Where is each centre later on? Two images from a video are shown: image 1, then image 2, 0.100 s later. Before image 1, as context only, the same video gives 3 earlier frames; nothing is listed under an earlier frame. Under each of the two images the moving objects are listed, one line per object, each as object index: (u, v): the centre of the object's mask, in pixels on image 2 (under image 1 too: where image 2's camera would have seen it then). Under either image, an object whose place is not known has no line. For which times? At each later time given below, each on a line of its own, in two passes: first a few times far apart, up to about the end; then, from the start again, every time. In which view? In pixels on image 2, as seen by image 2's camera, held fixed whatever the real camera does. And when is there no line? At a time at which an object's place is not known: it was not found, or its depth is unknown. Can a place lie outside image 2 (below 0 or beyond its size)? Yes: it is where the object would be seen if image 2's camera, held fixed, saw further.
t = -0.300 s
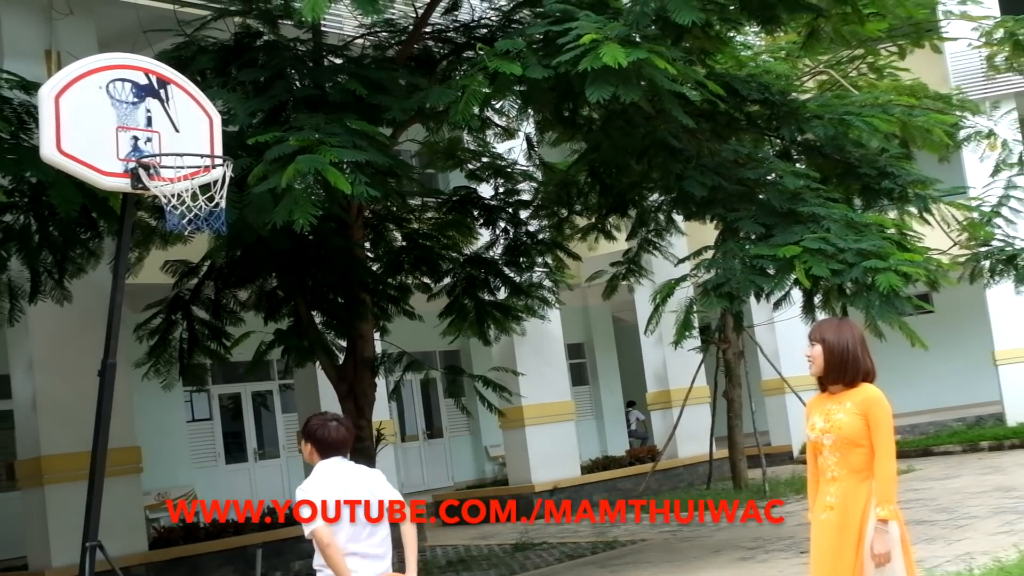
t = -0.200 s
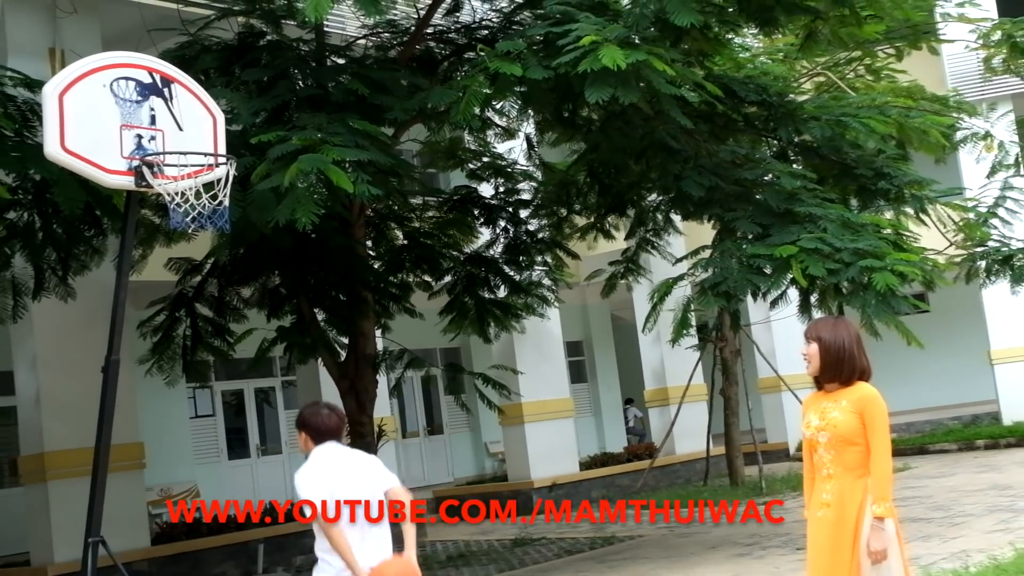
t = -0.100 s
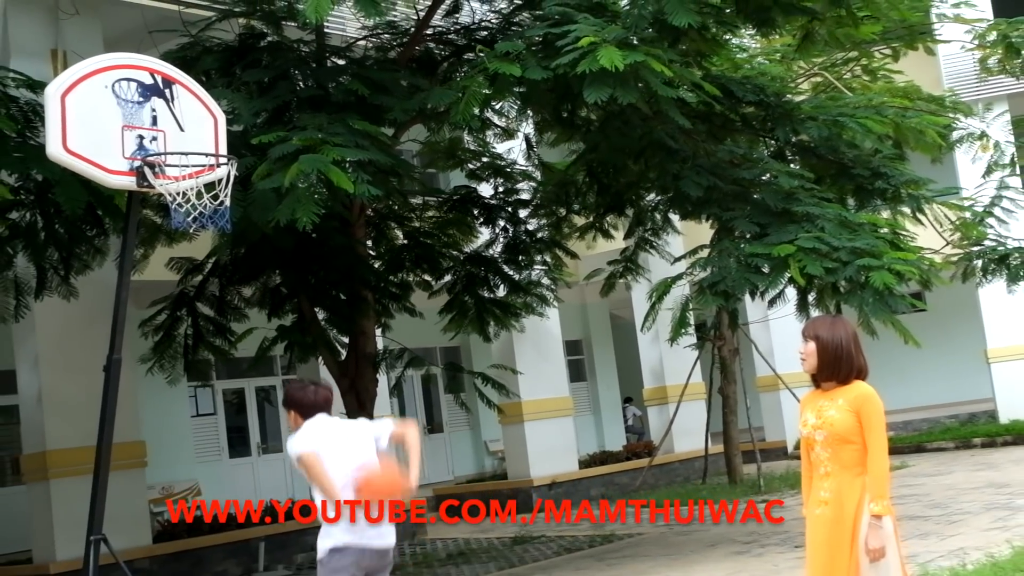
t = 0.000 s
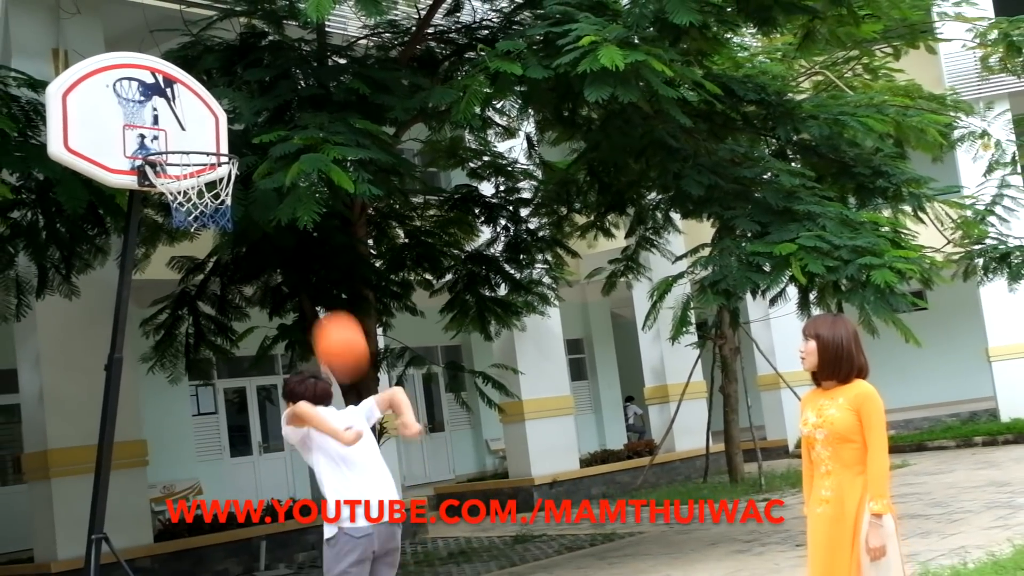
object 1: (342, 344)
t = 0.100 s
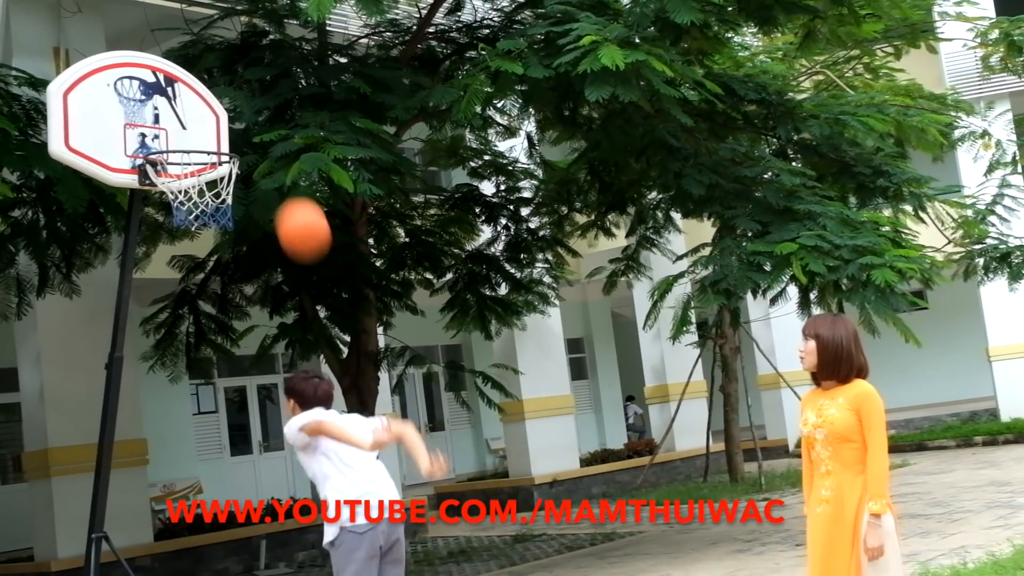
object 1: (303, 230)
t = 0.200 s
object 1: (268, 138)
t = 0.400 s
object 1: (208, 21)
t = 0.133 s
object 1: (291, 196)
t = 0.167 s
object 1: (279, 166)
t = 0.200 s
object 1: (268, 138)
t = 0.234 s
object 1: (257, 112)
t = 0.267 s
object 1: (247, 89)
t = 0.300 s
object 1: (236, 69)
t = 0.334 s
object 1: (226, 51)
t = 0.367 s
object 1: (217, 35)
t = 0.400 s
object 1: (208, 21)
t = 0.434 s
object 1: (199, 14)
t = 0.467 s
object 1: (191, 10)
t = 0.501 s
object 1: (182, 5)
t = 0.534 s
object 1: (173, 2)
